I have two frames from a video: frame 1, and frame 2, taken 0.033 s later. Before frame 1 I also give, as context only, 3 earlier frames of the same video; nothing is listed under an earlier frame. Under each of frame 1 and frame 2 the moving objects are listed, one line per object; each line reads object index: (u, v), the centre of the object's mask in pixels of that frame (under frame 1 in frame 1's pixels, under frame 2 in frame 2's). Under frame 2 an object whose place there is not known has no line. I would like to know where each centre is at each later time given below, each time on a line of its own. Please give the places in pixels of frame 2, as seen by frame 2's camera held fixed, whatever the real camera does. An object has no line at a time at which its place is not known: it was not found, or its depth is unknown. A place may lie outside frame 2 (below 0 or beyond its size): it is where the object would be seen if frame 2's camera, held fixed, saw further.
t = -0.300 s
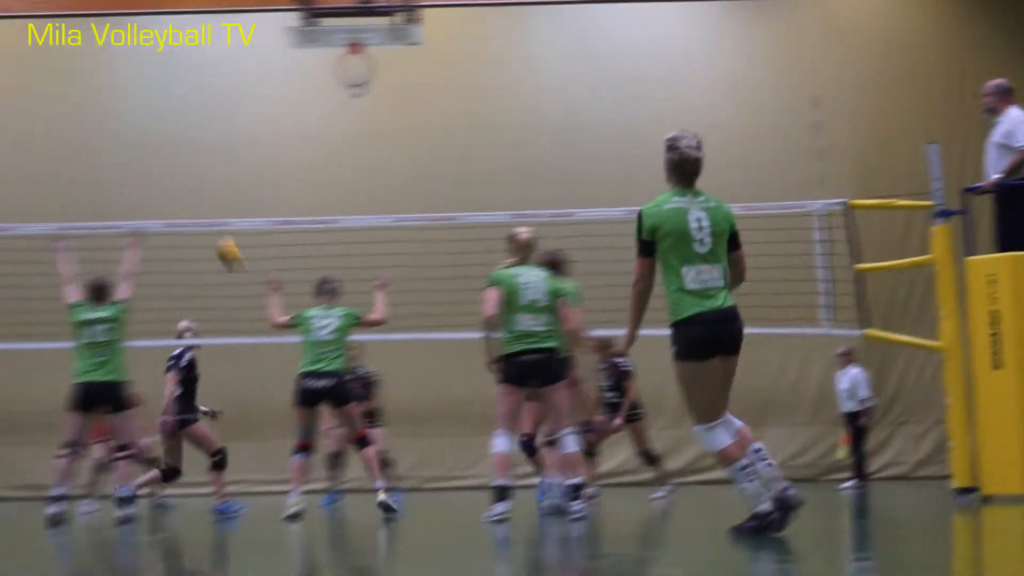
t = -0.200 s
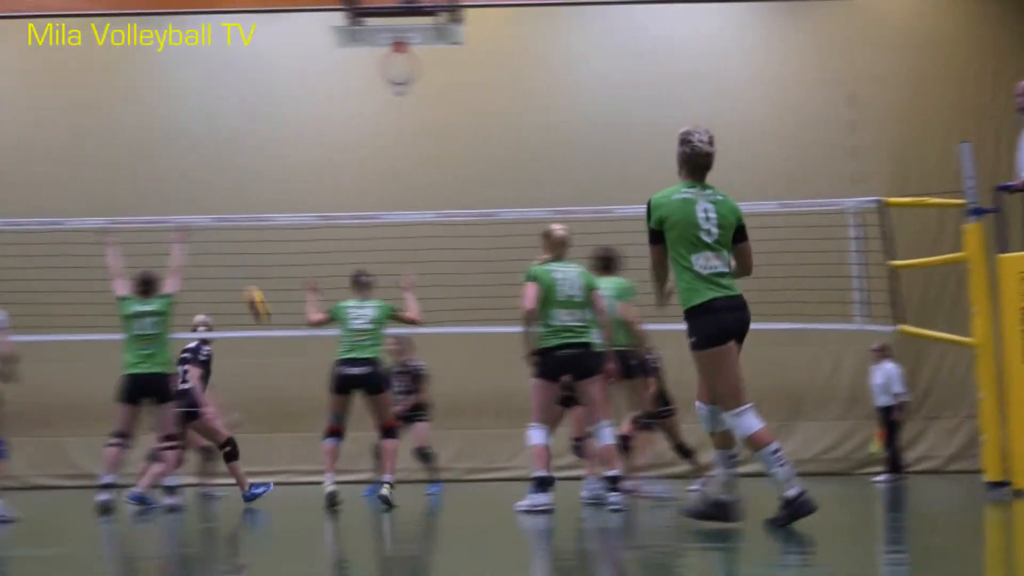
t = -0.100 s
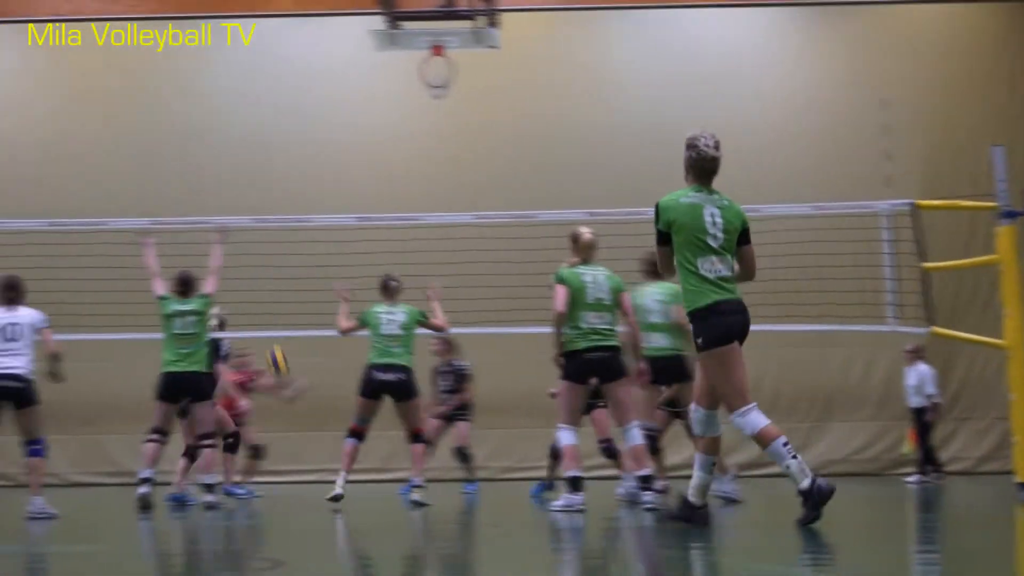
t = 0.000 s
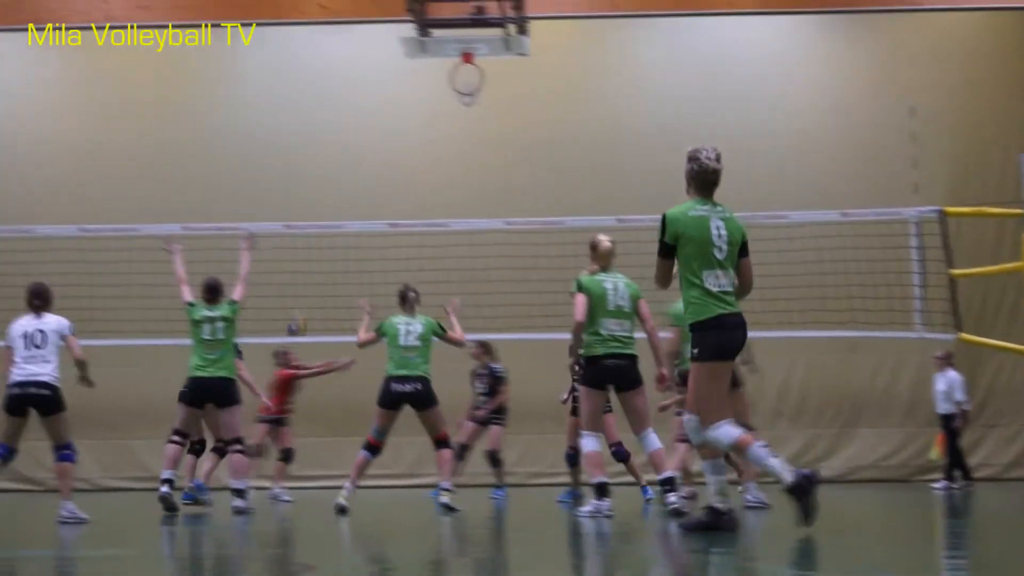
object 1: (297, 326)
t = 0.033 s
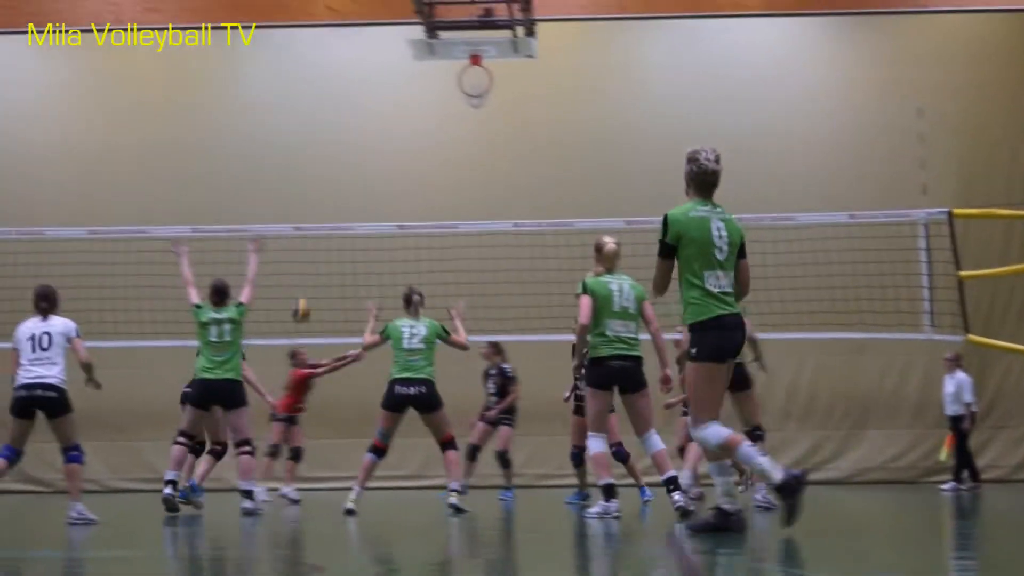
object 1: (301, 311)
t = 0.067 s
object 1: (299, 290)
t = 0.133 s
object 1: (292, 259)
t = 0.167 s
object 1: (287, 245)
